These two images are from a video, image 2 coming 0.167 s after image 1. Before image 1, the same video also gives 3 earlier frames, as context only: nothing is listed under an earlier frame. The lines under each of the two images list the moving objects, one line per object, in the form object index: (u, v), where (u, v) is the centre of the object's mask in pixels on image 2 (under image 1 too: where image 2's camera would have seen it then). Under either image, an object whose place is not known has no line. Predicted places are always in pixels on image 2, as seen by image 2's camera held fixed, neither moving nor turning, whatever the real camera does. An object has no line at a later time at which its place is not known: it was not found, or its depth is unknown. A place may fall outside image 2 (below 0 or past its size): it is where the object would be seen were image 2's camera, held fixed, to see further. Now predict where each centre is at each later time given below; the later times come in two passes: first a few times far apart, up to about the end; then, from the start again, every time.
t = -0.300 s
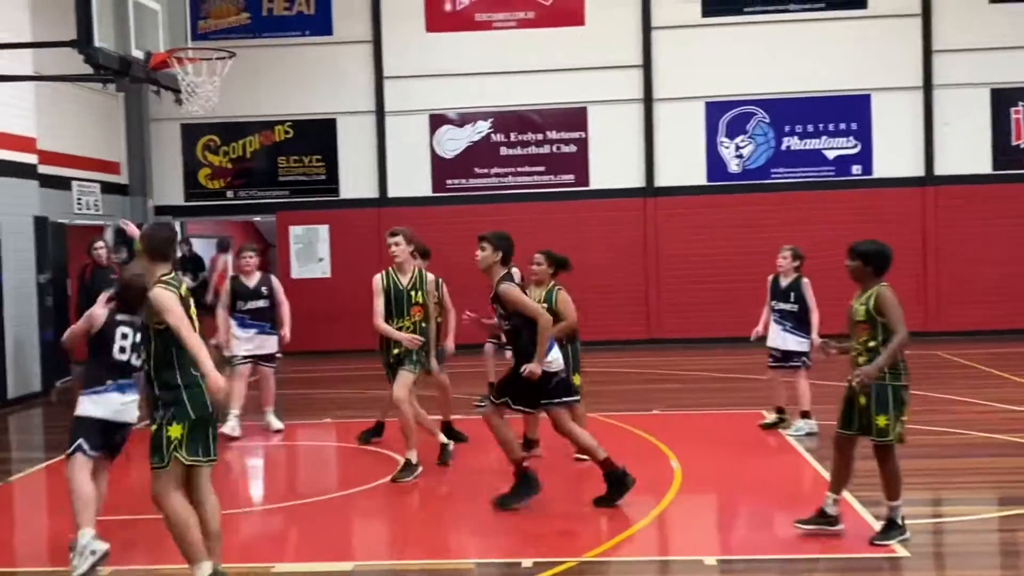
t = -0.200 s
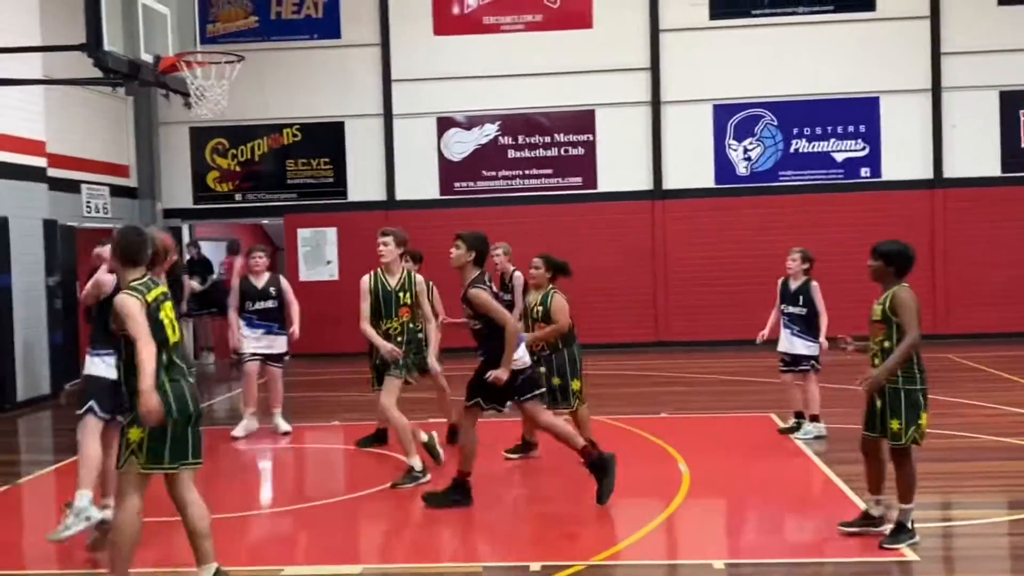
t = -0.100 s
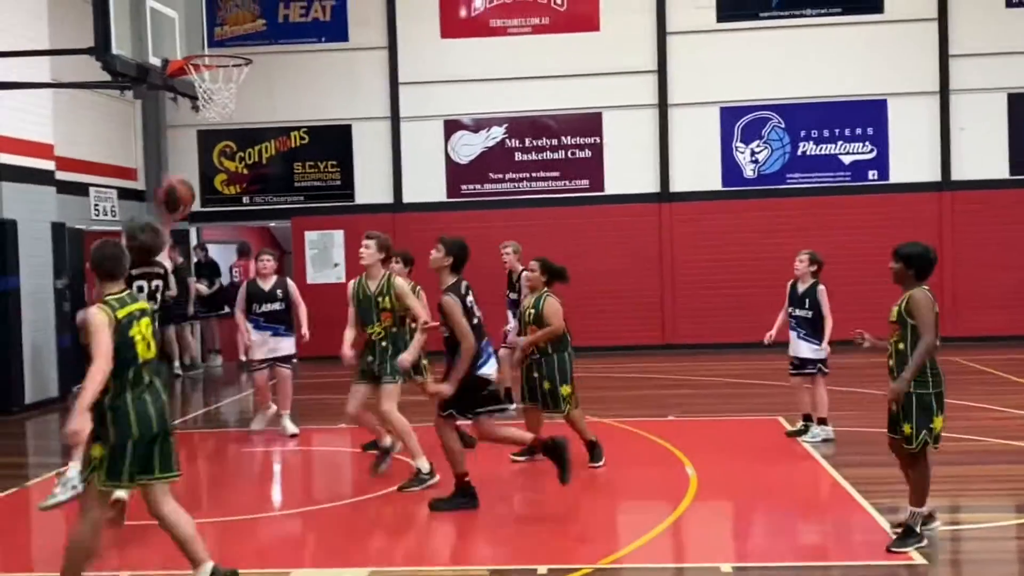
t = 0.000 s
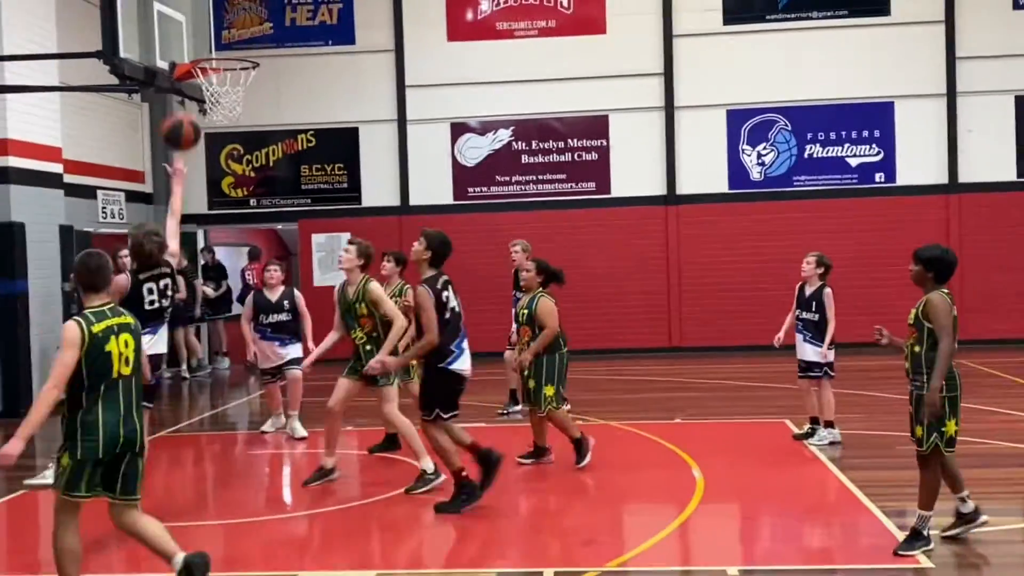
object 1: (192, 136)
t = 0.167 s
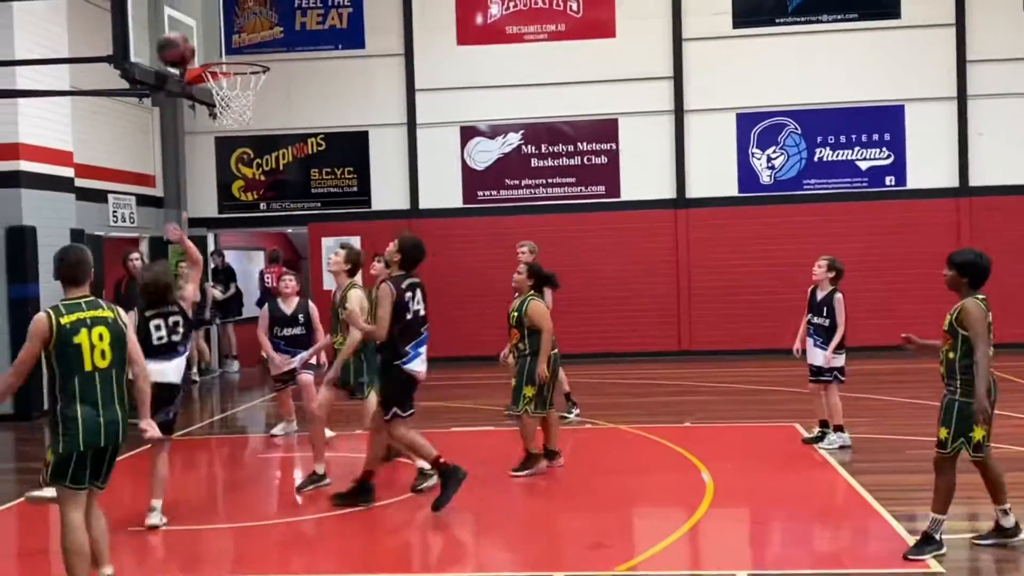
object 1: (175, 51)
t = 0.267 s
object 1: (169, 23)
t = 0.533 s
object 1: (229, 47)
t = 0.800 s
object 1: (248, 91)
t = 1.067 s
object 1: (237, 107)
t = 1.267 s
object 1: (225, 140)
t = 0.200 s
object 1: (173, 40)
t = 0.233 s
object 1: (171, 31)
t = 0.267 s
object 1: (169, 23)
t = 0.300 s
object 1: (174, 20)
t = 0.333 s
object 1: (181, 20)
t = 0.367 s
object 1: (189, 21)
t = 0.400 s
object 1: (197, 24)
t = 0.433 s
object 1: (205, 27)
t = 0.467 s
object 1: (213, 33)
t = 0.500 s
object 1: (221, 40)
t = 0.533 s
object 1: (229, 47)
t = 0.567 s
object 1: (232, 51)
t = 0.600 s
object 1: (235, 55)
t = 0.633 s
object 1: (237, 61)
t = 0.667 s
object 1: (239, 67)
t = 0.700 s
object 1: (243, 77)
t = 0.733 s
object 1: (246, 86)
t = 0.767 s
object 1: (247, 90)
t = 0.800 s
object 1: (248, 91)
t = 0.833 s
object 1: (247, 91)
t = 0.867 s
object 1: (247, 91)
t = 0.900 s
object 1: (246, 91)
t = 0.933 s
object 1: (245, 94)
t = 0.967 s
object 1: (243, 99)
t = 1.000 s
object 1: (242, 100)
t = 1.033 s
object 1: (240, 103)
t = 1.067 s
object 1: (237, 107)
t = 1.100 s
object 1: (235, 109)
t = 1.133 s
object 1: (231, 113)
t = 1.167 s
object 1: (231, 126)
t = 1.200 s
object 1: (230, 126)
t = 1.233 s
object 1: (228, 129)
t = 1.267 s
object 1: (225, 140)
